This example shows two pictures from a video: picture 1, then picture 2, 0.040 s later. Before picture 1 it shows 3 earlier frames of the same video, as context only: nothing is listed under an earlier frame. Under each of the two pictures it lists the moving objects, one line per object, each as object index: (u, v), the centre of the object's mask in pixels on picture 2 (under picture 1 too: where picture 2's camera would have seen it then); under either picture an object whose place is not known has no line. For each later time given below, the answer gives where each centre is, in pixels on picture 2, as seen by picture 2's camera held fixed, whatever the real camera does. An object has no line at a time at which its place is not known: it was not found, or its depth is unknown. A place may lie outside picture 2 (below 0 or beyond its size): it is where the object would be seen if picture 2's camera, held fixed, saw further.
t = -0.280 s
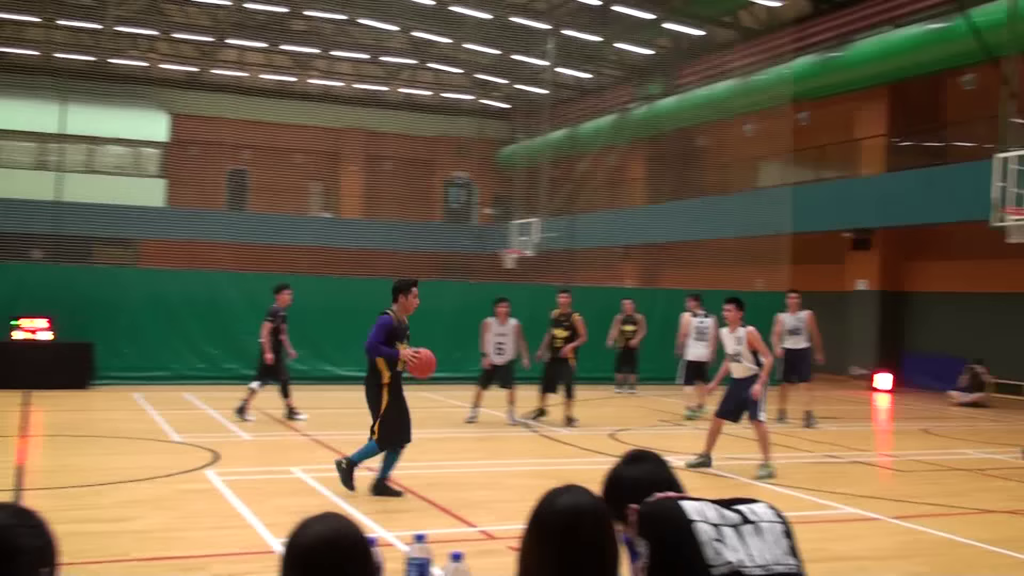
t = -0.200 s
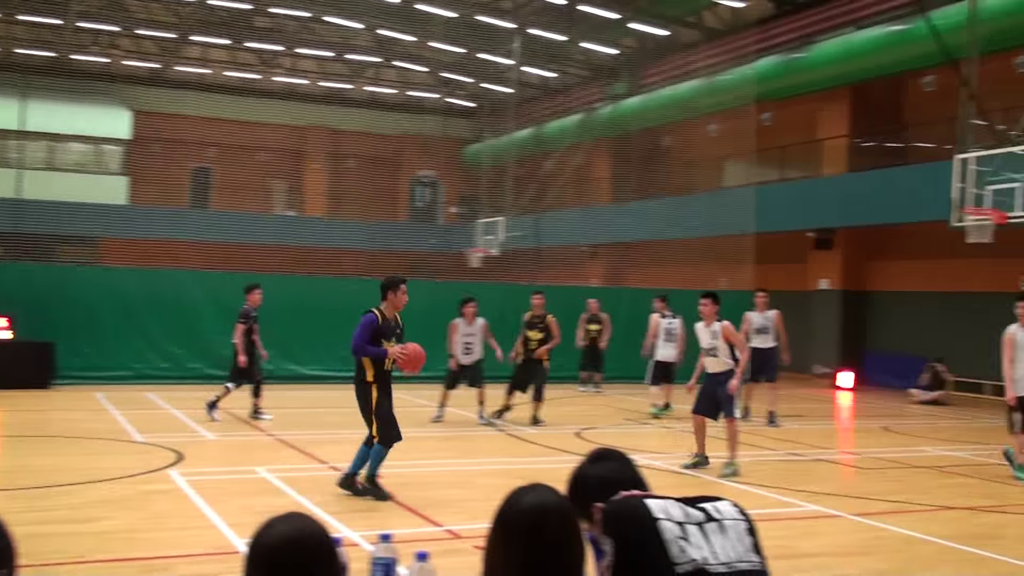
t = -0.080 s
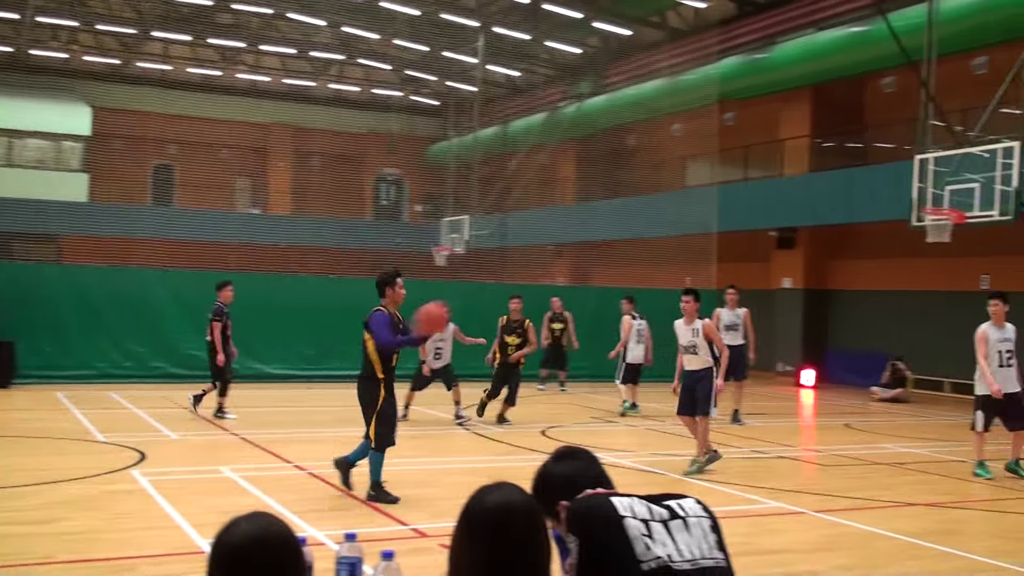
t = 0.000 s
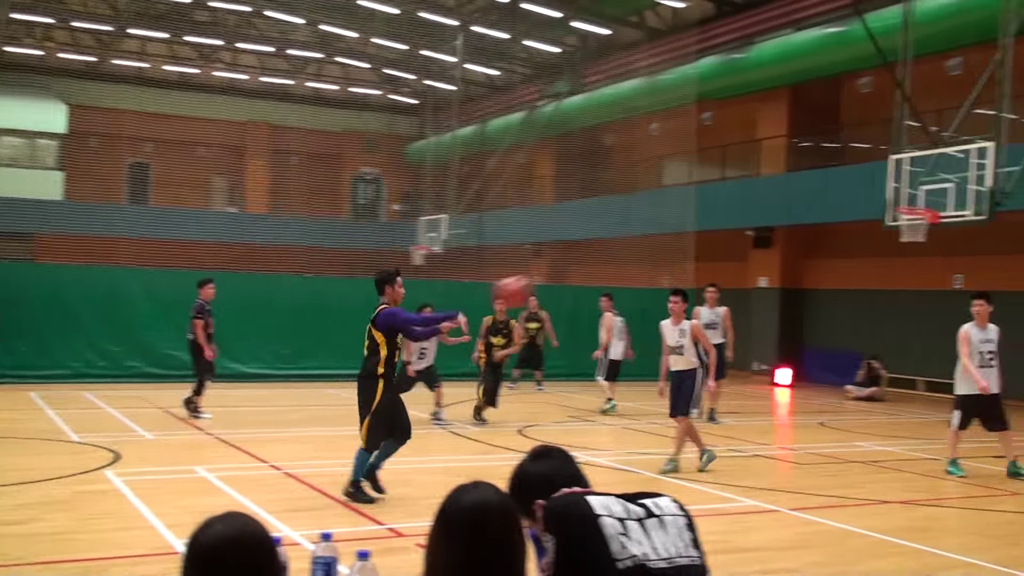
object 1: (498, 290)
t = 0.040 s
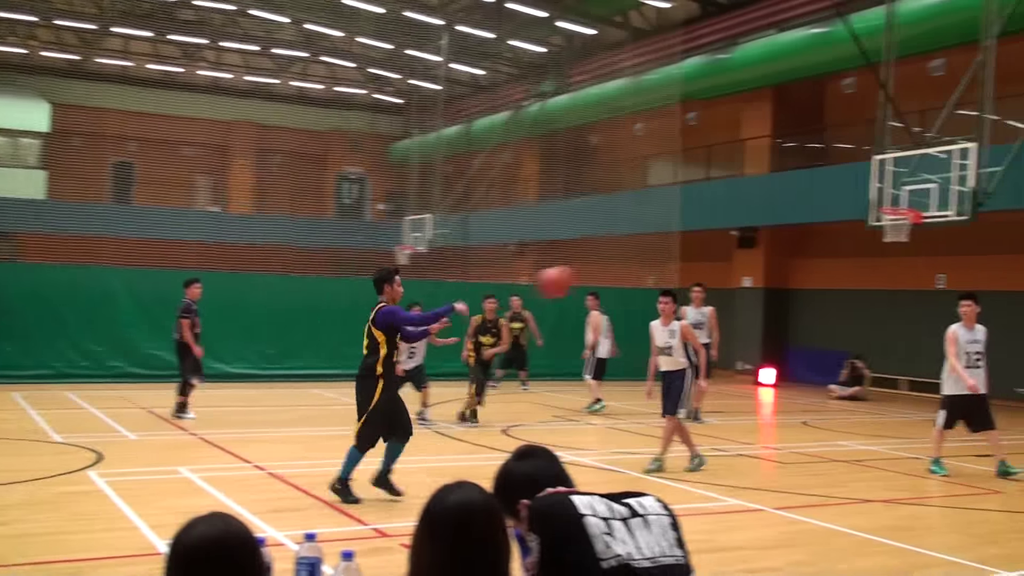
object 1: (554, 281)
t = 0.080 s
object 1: (610, 273)
